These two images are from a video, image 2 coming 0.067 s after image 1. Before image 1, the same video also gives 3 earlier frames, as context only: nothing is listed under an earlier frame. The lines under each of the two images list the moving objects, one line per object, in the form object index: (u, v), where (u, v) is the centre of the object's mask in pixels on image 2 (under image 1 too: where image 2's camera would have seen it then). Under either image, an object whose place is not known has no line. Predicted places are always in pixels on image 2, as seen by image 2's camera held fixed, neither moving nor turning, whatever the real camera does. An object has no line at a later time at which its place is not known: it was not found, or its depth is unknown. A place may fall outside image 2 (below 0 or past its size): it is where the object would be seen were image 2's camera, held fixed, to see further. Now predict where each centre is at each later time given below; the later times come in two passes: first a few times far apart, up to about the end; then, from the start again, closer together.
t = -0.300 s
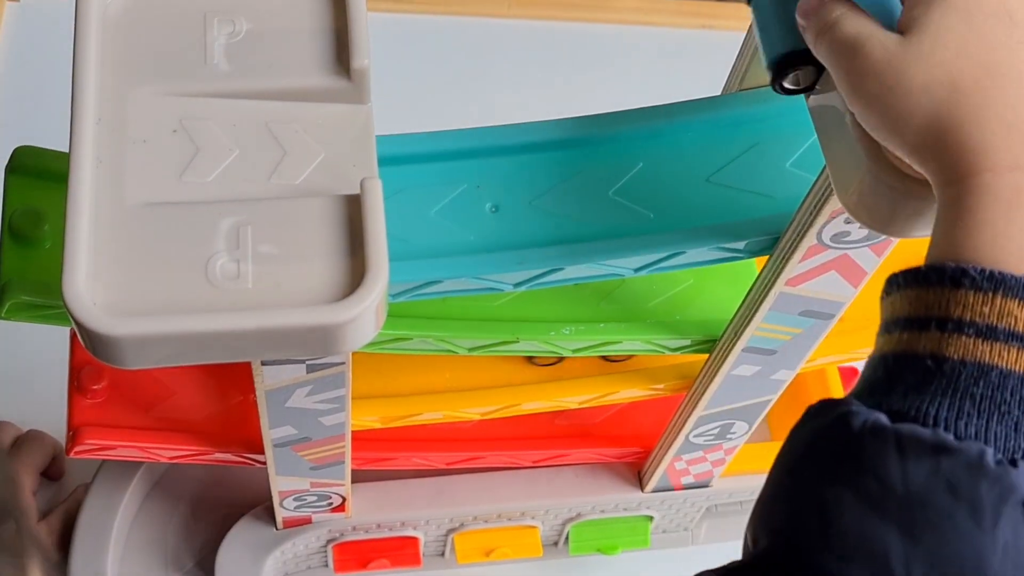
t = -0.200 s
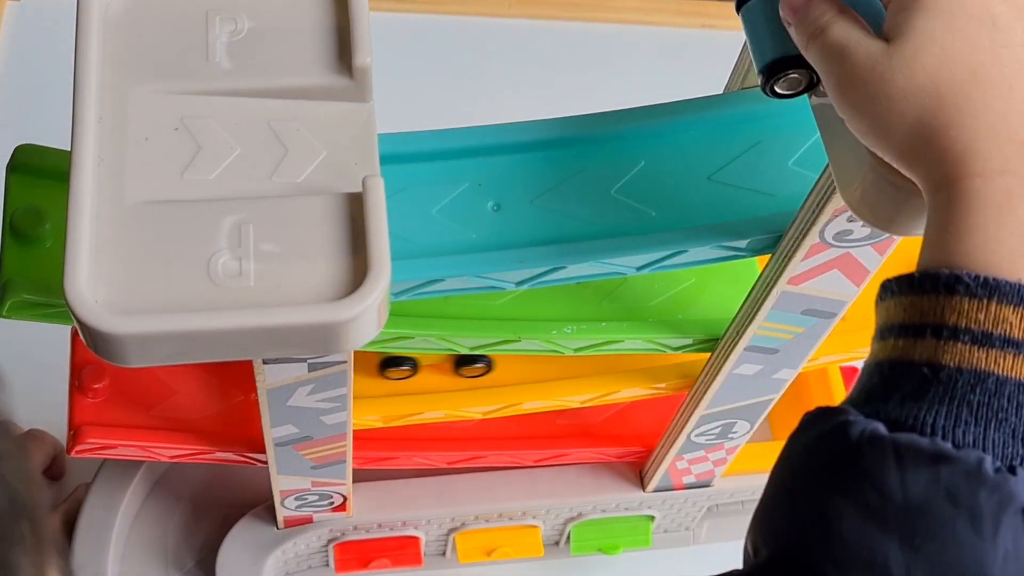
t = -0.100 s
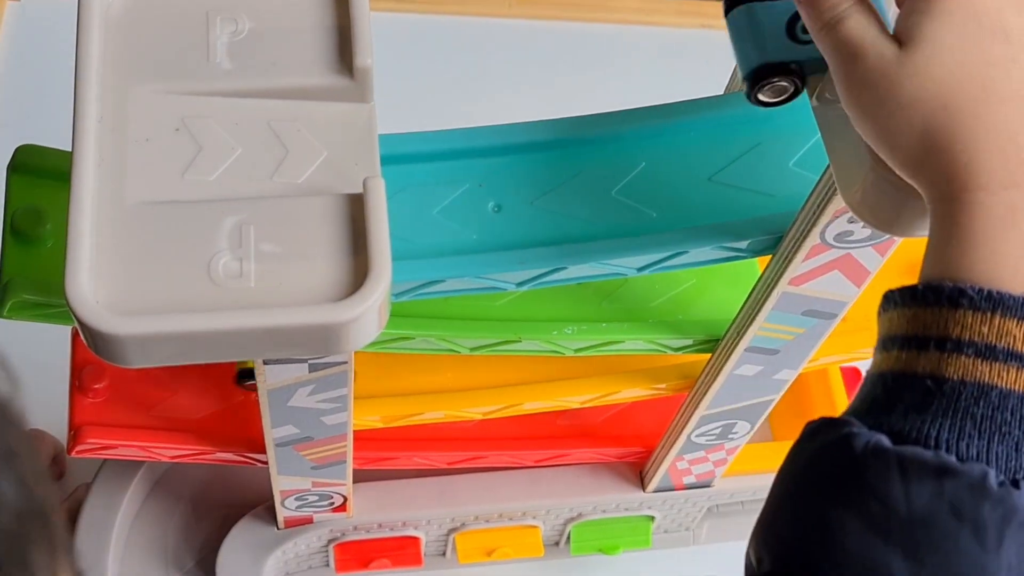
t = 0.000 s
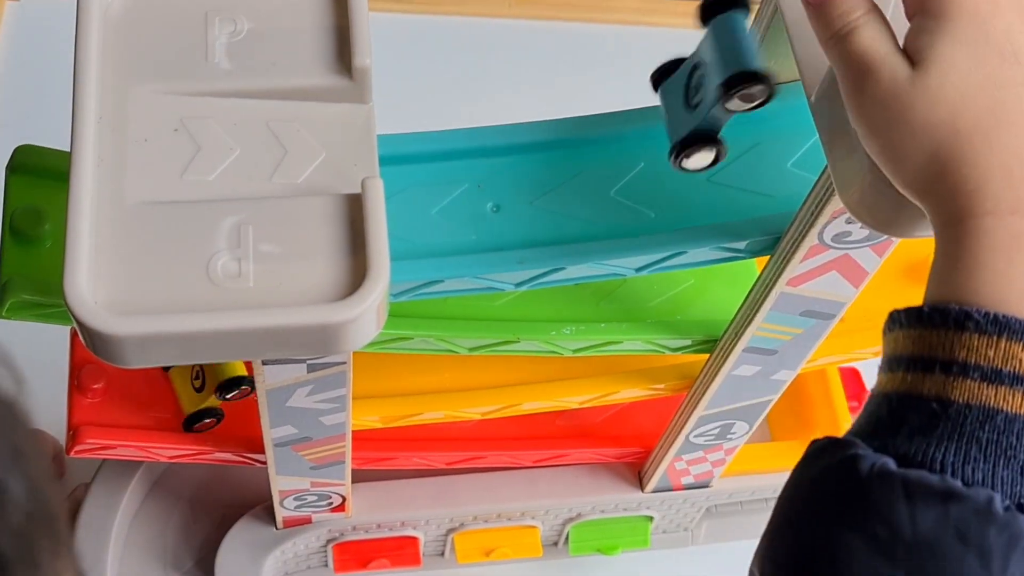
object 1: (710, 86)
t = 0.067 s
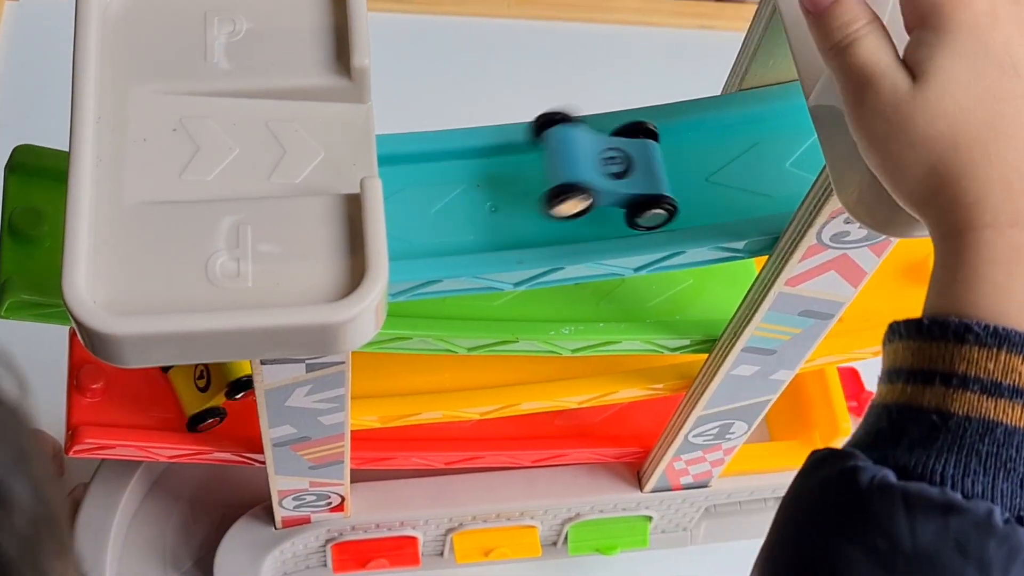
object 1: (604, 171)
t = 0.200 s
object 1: (405, 197)
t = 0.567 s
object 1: (397, 307)
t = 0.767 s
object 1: (700, 288)
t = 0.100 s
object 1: (546, 187)
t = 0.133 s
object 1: (484, 198)
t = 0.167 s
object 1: (437, 200)
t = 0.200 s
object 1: (405, 197)
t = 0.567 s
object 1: (397, 307)
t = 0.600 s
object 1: (442, 306)
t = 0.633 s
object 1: (464, 306)
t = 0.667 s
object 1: (526, 303)
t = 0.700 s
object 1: (586, 300)
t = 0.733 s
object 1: (646, 296)
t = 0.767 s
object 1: (700, 288)
